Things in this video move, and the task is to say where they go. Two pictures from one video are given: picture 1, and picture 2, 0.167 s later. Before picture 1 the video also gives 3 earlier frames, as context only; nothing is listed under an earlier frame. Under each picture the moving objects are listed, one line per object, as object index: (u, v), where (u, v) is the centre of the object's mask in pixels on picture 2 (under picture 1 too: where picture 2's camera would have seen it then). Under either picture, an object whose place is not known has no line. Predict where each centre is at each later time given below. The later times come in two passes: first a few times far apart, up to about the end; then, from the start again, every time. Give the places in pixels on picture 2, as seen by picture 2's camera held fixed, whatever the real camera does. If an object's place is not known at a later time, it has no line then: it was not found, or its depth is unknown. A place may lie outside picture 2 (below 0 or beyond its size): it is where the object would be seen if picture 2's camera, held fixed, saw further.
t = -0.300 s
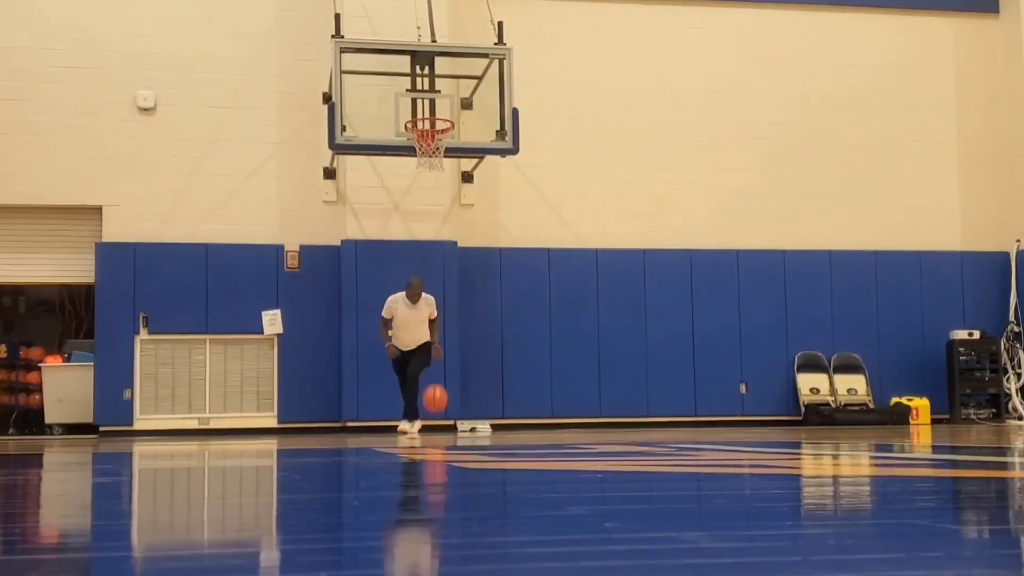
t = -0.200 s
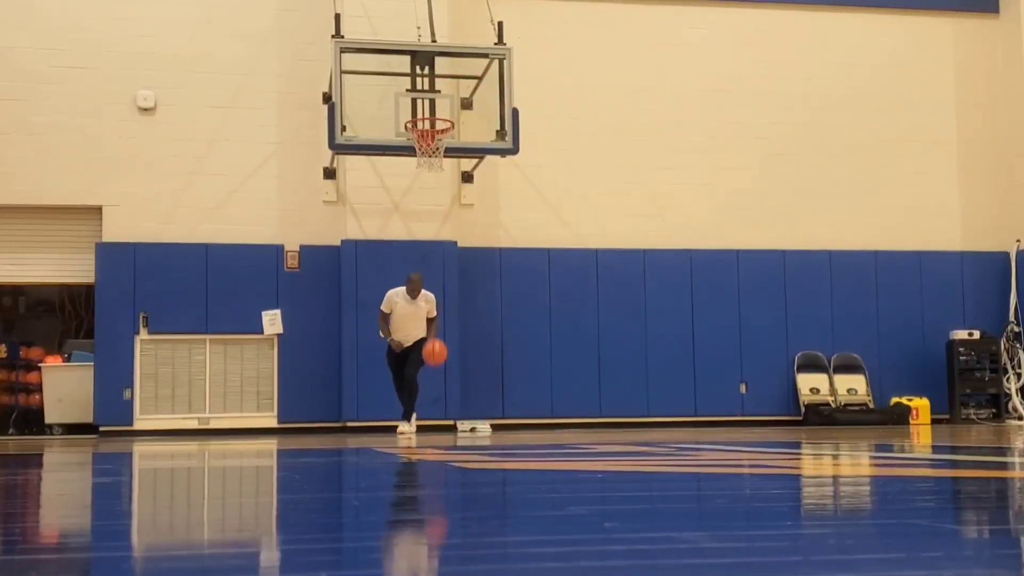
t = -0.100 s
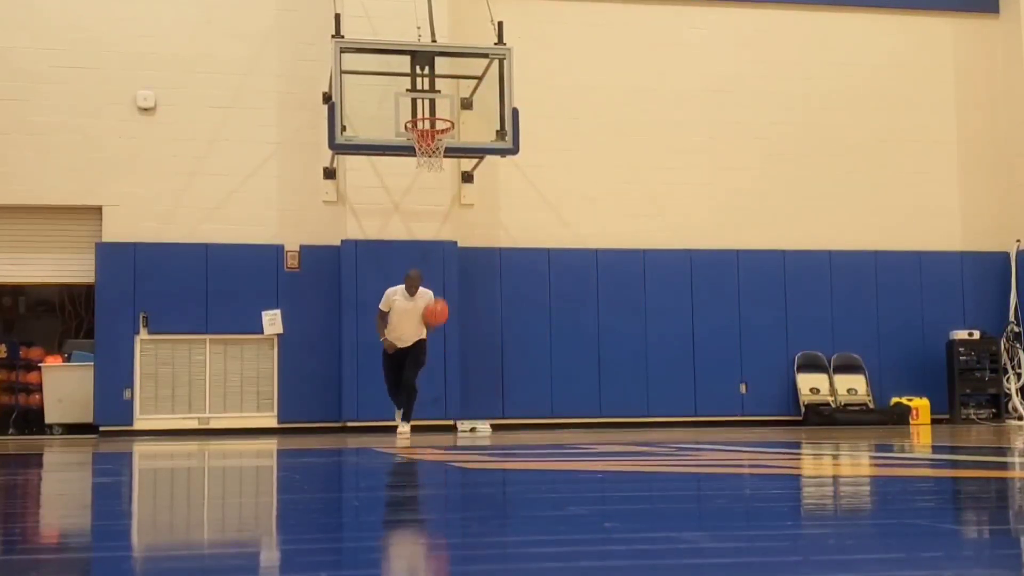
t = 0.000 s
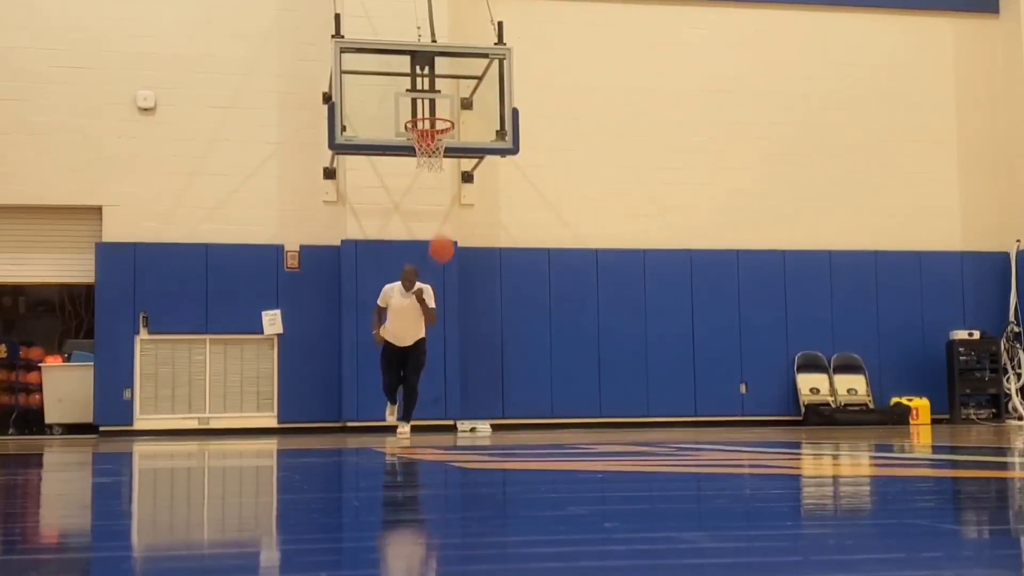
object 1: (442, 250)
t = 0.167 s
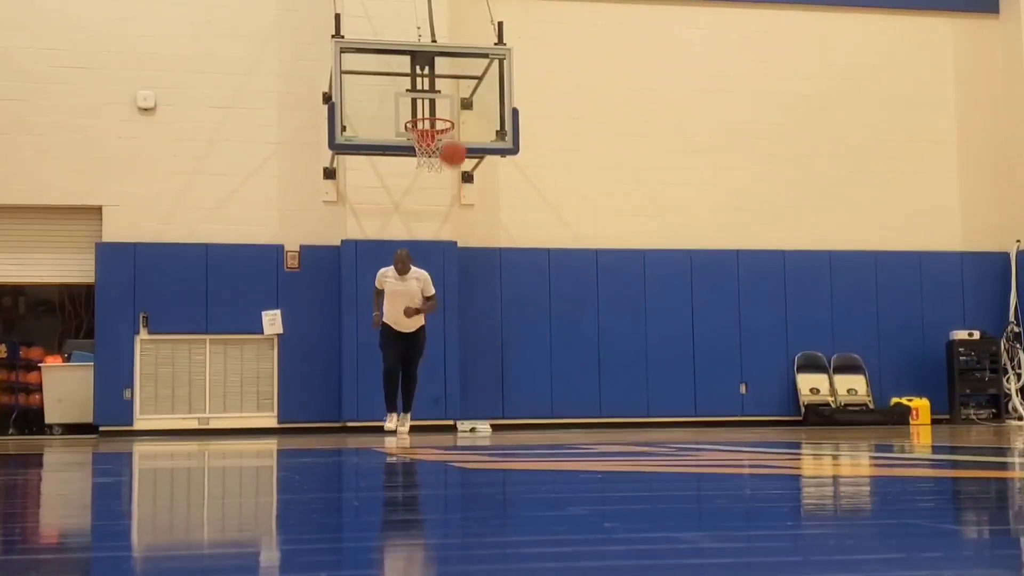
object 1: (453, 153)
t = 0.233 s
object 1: (458, 121)
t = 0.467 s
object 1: (478, 37)
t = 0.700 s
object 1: (504, 13)
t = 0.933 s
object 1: (537, 58)
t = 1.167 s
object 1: (576, 207)
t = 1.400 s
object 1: (628, 361)
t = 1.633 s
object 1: (686, 152)
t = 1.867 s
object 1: (756, 25)
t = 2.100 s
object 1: (841, 16)
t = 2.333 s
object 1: (952, 128)
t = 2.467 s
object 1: (1009, 290)
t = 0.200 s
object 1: (456, 138)
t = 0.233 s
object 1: (458, 121)
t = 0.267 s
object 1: (461, 106)
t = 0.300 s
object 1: (464, 93)
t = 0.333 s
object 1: (466, 79)
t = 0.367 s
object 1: (469, 67)
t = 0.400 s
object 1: (472, 56)
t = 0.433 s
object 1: (475, 46)
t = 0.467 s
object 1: (478, 37)
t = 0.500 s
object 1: (481, 30)
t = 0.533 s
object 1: (485, 23)
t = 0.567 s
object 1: (488, 18)
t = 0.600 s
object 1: (492, 15)
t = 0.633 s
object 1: (496, 13)
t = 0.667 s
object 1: (500, 13)
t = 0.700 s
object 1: (504, 13)
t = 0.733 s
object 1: (508, 14)
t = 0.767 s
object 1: (512, 16)
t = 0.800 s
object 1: (517, 21)
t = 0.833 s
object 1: (522, 27)
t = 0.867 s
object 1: (527, 36)
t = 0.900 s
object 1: (532, 46)
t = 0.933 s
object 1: (537, 58)
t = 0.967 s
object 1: (542, 73)
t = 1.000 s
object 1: (547, 90)
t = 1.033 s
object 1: (553, 109)
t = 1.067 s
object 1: (559, 130)
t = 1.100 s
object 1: (564, 154)
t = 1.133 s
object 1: (570, 180)
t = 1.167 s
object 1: (576, 207)
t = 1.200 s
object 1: (583, 241)
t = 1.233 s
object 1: (590, 275)
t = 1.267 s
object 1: (597, 313)
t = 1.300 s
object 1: (605, 354)
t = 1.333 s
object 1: (613, 395)
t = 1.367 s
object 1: (621, 395)
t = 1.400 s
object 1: (628, 361)
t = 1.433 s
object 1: (636, 328)
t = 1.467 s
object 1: (643, 295)
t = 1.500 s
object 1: (651, 265)
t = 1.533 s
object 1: (659, 234)
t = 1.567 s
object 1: (668, 203)
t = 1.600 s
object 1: (676, 177)
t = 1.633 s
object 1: (686, 152)
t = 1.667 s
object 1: (694, 128)
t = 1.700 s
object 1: (704, 107)
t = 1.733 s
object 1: (714, 86)
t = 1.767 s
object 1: (724, 67)
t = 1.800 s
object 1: (734, 51)
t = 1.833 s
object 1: (745, 37)
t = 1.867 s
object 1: (756, 25)
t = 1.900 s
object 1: (767, 19)
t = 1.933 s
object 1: (778, 15)
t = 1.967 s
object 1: (790, 13)
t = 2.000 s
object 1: (802, 12)
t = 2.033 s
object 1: (815, 12)
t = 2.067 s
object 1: (828, 13)
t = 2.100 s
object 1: (841, 16)
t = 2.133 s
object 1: (855, 20)
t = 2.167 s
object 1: (870, 26)
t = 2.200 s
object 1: (885, 37)
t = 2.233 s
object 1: (901, 55)
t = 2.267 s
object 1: (918, 75)
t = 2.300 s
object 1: (935, 100)
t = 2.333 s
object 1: (952, 128)
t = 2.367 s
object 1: (971, 160)
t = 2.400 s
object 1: (989, 197)
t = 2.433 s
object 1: (1000, 243)
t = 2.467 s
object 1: (1009, 290)
